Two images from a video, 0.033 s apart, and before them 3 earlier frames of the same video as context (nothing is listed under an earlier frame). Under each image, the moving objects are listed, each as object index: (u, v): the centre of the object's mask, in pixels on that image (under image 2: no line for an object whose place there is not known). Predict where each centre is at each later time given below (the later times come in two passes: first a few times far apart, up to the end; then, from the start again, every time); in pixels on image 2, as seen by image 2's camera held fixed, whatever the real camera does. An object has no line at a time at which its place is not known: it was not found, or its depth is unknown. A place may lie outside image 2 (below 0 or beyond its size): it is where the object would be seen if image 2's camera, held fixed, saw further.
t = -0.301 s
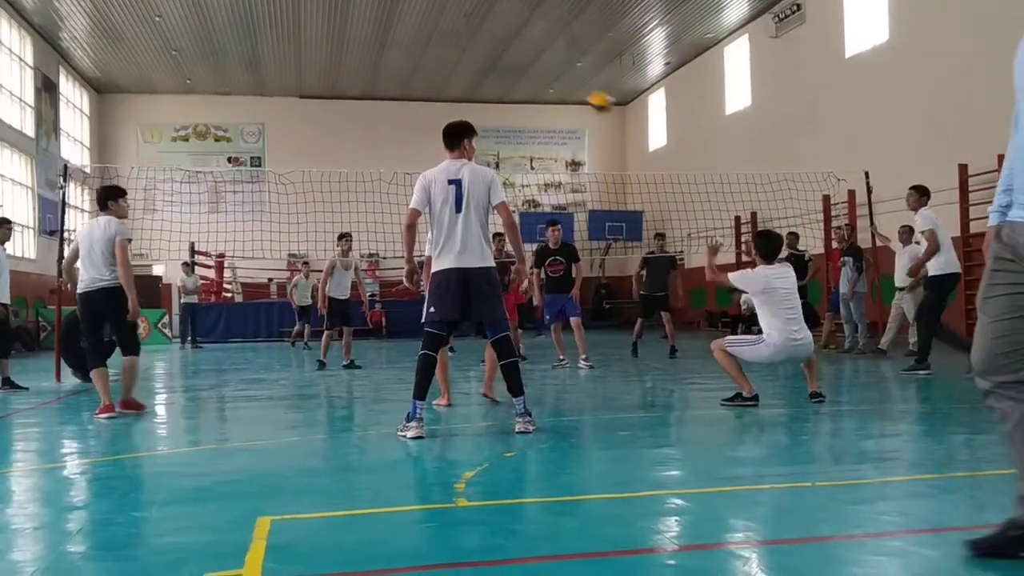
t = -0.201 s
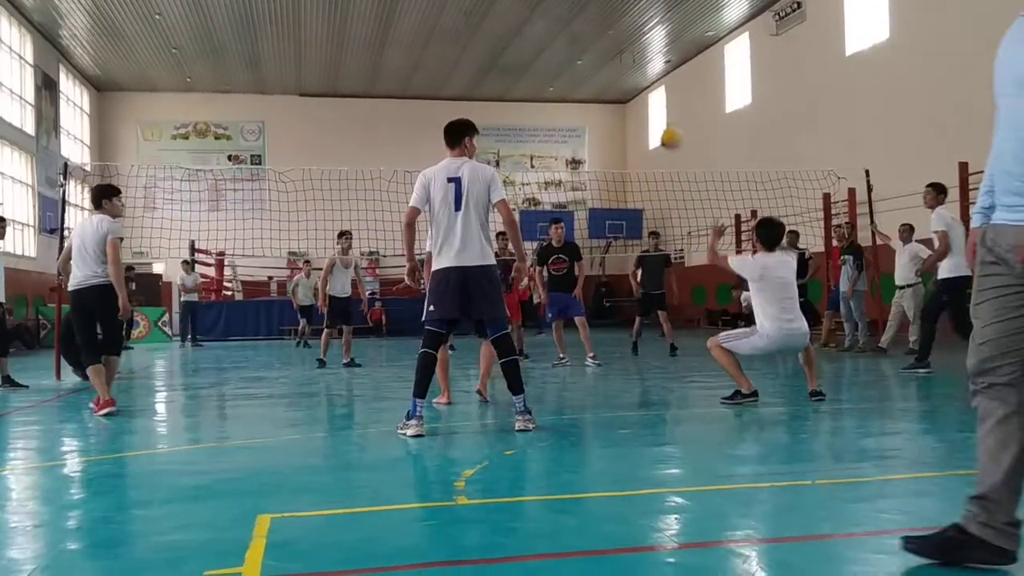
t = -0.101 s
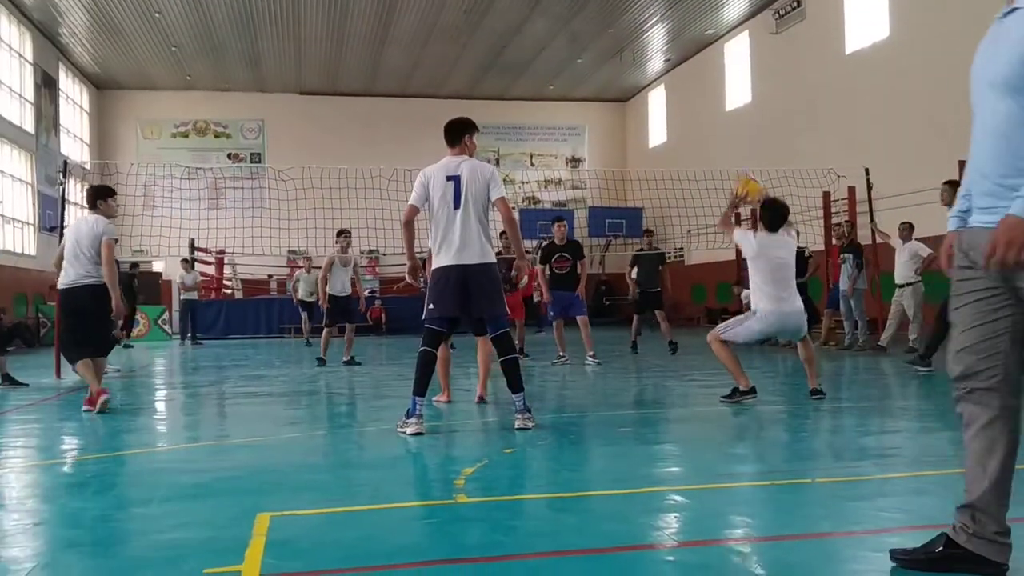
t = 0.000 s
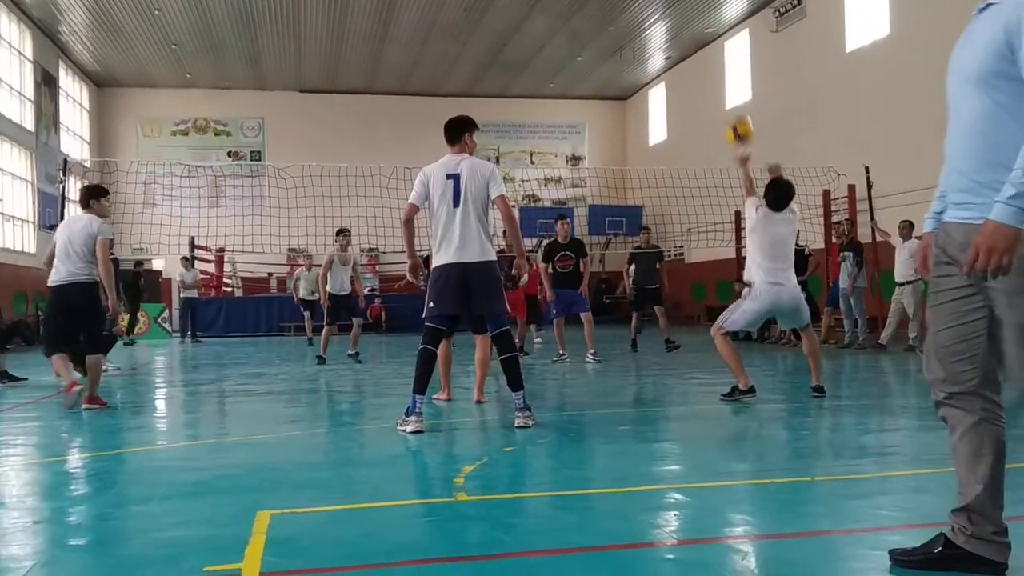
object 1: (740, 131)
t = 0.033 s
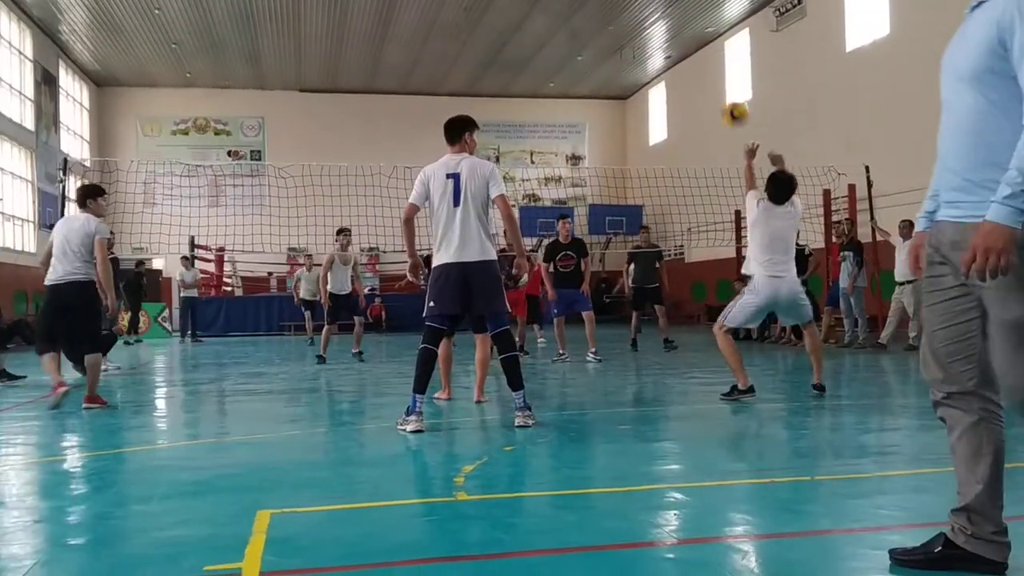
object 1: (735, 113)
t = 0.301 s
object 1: (702, 21)
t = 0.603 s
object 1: (675, 22)
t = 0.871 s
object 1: (657, 90)
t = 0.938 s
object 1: (652, 117)
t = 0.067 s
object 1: (728, 93)
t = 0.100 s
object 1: (724, 78)
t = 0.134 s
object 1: (720, 65)
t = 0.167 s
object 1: (716, 53)
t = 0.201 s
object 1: (712, 42)
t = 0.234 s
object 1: (709, 33)
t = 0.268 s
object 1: (705, 26)
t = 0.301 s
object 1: (702, 21)
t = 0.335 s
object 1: (699, 16)
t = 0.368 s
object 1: (695, 14)
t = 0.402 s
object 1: (691, 12)
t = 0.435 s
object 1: (688, 12)
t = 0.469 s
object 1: (686, 12)
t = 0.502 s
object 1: (682, 13)
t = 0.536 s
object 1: (680, 14)
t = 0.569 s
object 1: (677, 17)
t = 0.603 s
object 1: (675, 22)
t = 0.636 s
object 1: (672, 28)
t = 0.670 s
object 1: (670, 34)
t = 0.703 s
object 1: (668, 42)
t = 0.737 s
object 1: (665, 49)
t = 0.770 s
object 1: (663, 59)
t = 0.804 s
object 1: (661, 69)
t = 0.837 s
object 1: (659, 79)
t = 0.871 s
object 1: (657, 90)
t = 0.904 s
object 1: (654, 104)
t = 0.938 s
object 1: (652, 117)
